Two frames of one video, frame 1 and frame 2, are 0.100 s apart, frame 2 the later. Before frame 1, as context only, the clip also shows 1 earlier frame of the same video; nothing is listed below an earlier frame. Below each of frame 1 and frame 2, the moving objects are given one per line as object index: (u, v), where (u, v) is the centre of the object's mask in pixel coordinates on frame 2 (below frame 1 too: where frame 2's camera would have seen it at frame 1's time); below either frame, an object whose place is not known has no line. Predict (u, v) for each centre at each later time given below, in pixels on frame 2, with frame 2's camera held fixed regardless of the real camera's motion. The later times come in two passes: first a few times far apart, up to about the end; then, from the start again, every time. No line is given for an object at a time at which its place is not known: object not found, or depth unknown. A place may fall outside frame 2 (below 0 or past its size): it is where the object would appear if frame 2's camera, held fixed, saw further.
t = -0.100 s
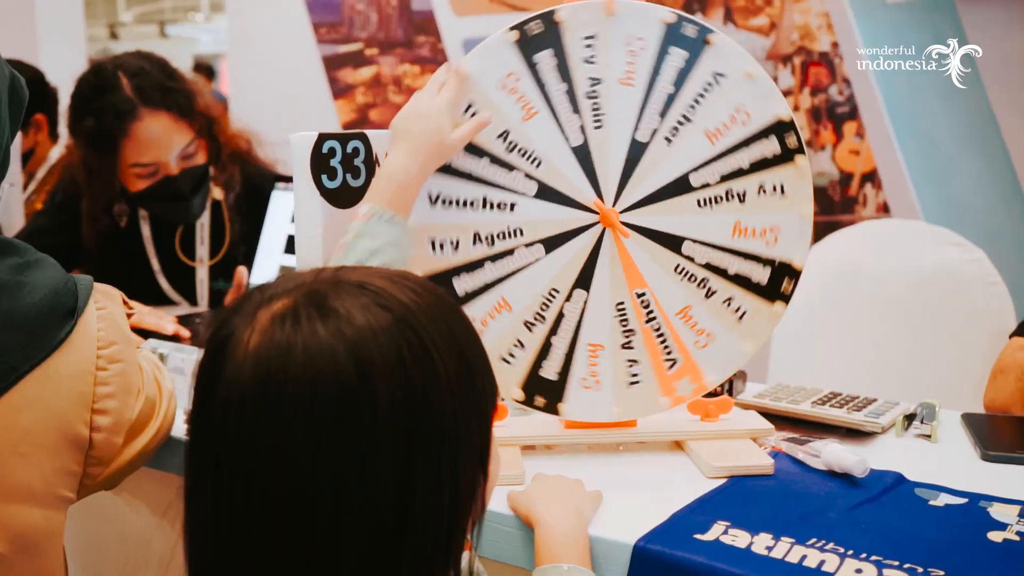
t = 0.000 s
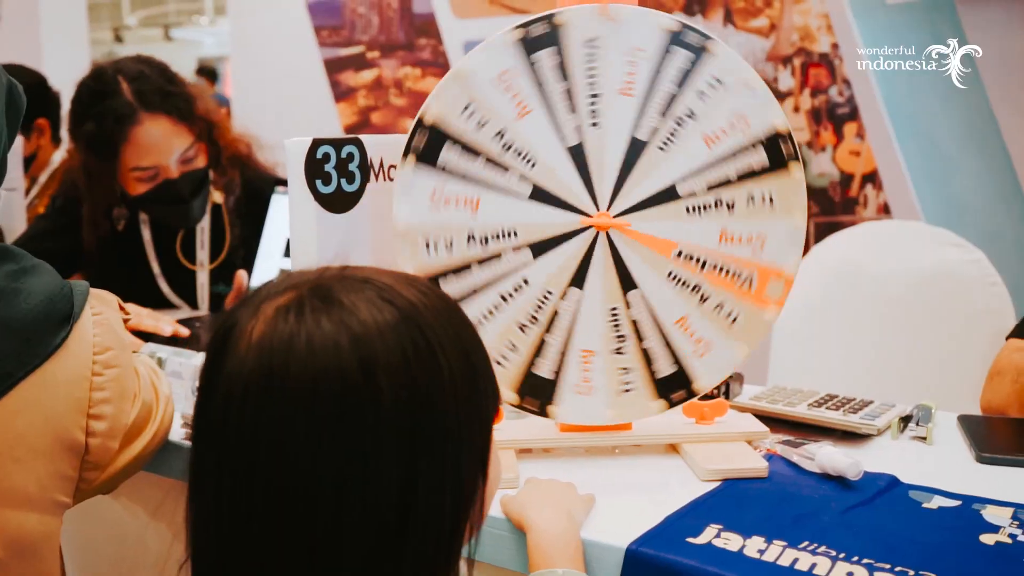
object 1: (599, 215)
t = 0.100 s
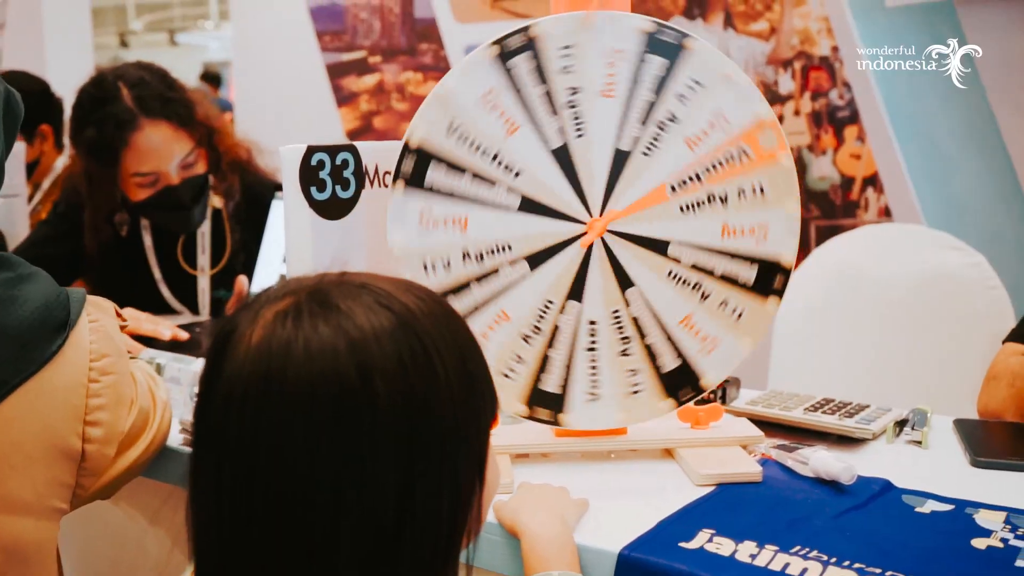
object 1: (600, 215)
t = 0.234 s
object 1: (598, 217)
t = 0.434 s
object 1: (594, 222)
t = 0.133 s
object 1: (599, 215)
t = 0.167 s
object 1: (599, 216)
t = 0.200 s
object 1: (599, 216)
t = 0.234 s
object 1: (598, 217)
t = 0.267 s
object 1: (597, 218)
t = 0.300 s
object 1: (597, 219)
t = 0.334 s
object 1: (596, 220)
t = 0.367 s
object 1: (595, 220)
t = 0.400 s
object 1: (594, 222)
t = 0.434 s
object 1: (594, 222)
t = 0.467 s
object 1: (594, 222)
